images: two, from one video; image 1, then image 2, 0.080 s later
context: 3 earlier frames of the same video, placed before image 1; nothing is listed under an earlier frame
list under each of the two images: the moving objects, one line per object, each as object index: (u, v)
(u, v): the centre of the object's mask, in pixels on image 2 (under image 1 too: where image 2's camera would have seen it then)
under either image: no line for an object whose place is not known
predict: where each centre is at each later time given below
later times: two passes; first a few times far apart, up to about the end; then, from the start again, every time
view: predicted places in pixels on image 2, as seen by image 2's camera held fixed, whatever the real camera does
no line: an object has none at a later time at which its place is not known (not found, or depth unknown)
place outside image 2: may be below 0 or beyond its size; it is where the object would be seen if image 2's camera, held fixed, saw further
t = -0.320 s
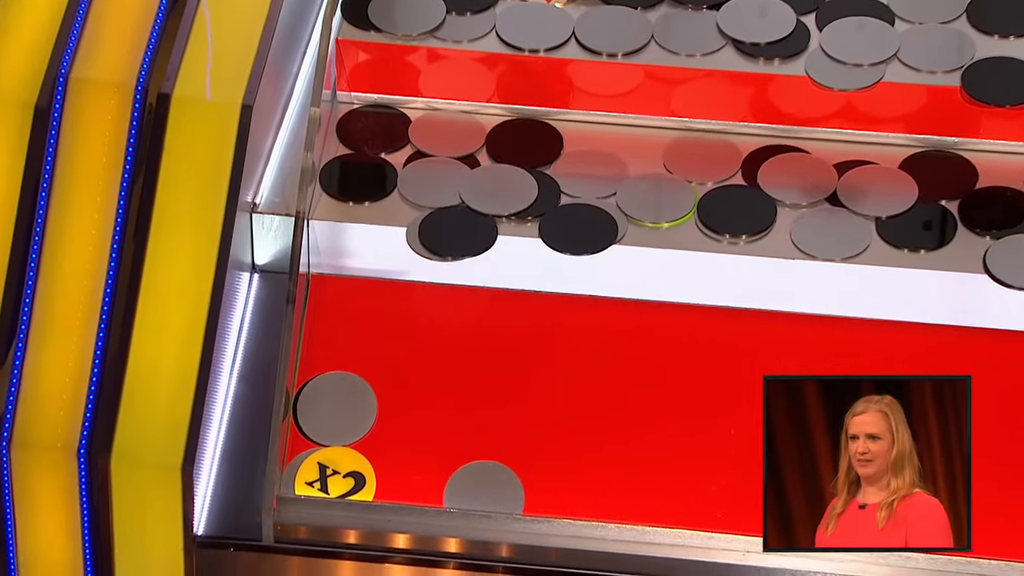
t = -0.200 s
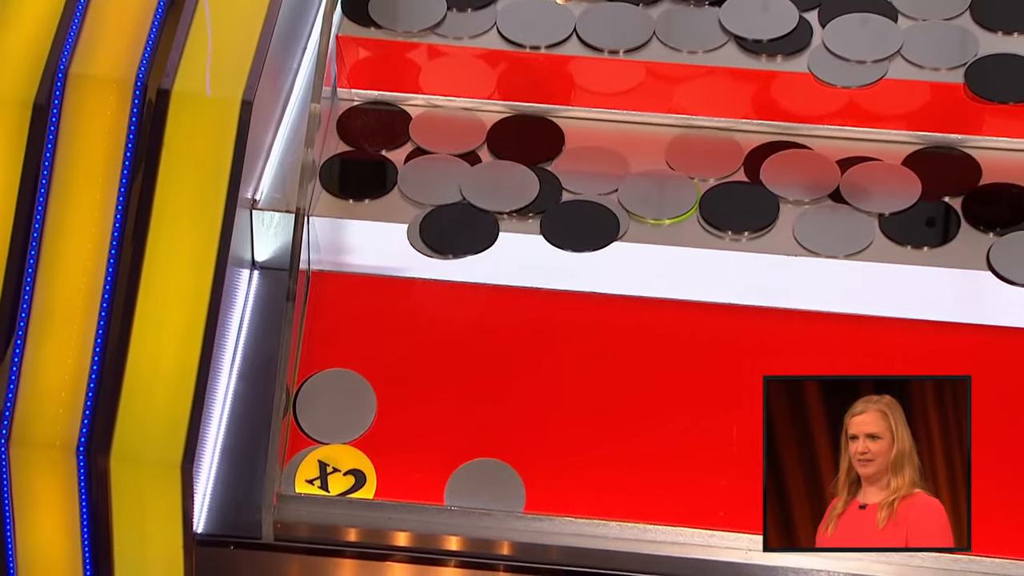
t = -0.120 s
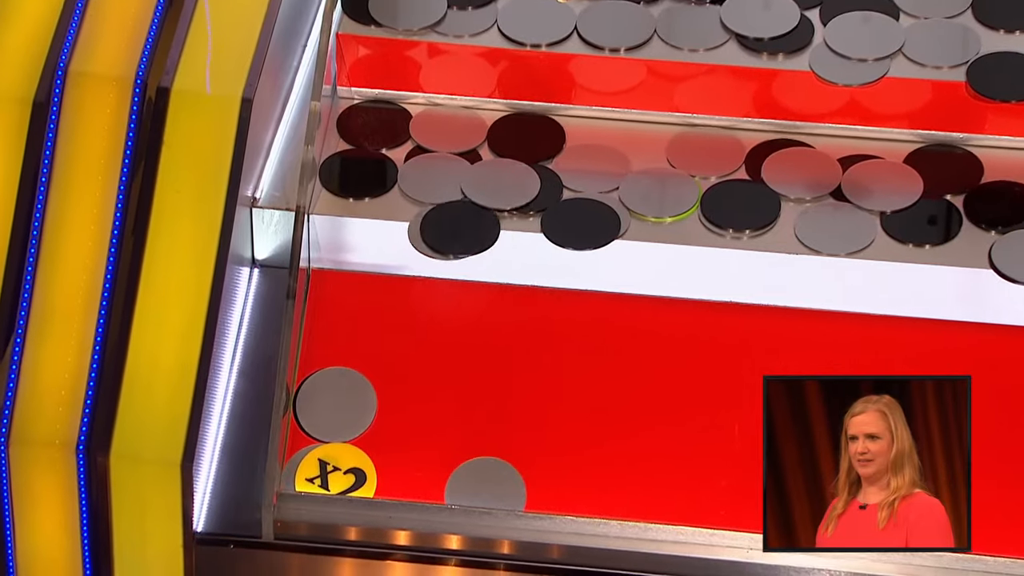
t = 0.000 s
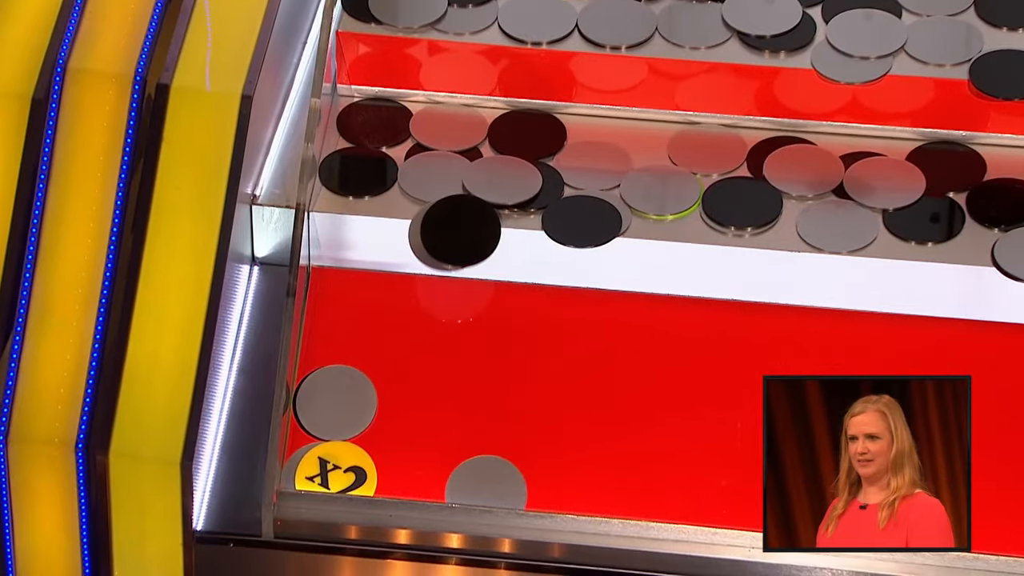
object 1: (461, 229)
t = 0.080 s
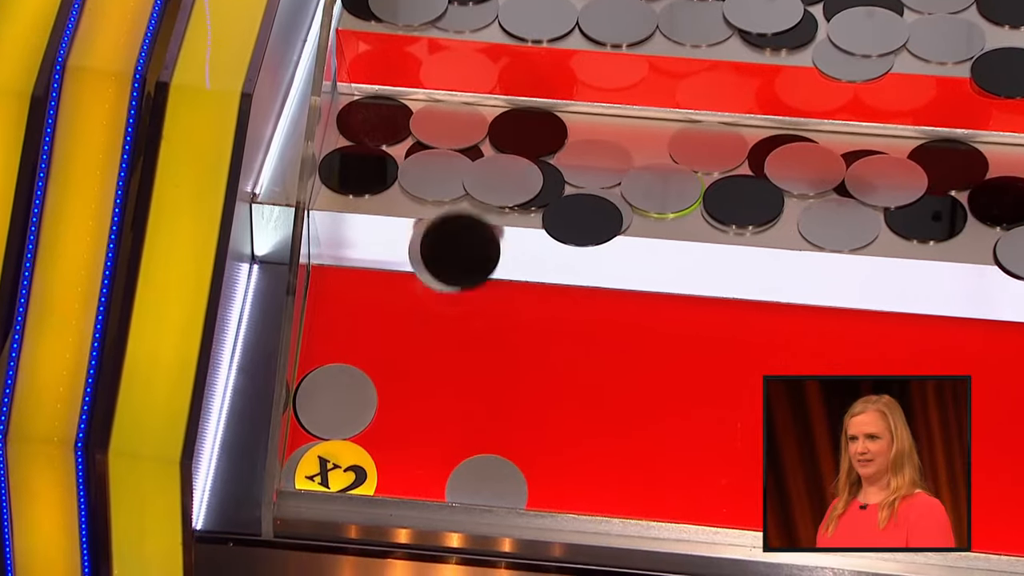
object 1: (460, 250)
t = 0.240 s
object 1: (455, 345)
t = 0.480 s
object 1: (417, 469)
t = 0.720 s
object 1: (430, 477)
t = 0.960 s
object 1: (431, 477)
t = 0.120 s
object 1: (460, 269)
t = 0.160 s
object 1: (458, 295)
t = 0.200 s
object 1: (457, 319)
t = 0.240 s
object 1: (455, 345)
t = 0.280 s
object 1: (452, 366)
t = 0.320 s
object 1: (449, 395)
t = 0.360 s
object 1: (444, 425)
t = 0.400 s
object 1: (429, 439)
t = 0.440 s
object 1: (415, 456)
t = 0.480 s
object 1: (417, 469)
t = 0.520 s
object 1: (420, 476)
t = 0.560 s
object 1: (422, 475)
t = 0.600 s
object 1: (424, 475)
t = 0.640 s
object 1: (426, 477)
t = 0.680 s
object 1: (428, 477)
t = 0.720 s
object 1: (430, 477)
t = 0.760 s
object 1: (431, 477)
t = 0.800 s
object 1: (431, 477)
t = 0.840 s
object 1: (431, 477)
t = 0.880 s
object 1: (431, 477)
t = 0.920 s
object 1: (431, 477)
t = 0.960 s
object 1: (431, 477)
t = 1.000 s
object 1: (431, 477)
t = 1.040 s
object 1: (431, 477)
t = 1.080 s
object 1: (431, 477)
